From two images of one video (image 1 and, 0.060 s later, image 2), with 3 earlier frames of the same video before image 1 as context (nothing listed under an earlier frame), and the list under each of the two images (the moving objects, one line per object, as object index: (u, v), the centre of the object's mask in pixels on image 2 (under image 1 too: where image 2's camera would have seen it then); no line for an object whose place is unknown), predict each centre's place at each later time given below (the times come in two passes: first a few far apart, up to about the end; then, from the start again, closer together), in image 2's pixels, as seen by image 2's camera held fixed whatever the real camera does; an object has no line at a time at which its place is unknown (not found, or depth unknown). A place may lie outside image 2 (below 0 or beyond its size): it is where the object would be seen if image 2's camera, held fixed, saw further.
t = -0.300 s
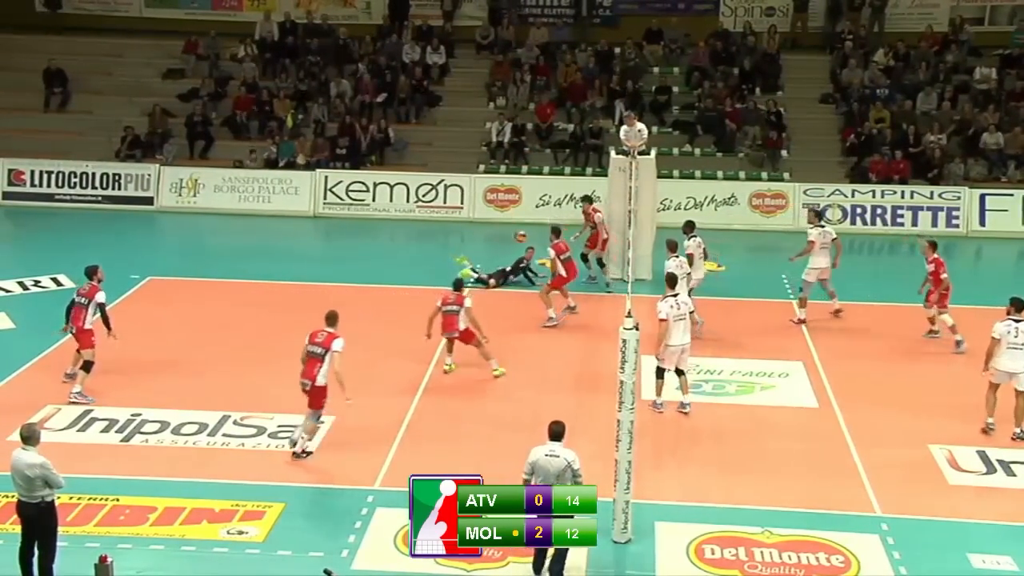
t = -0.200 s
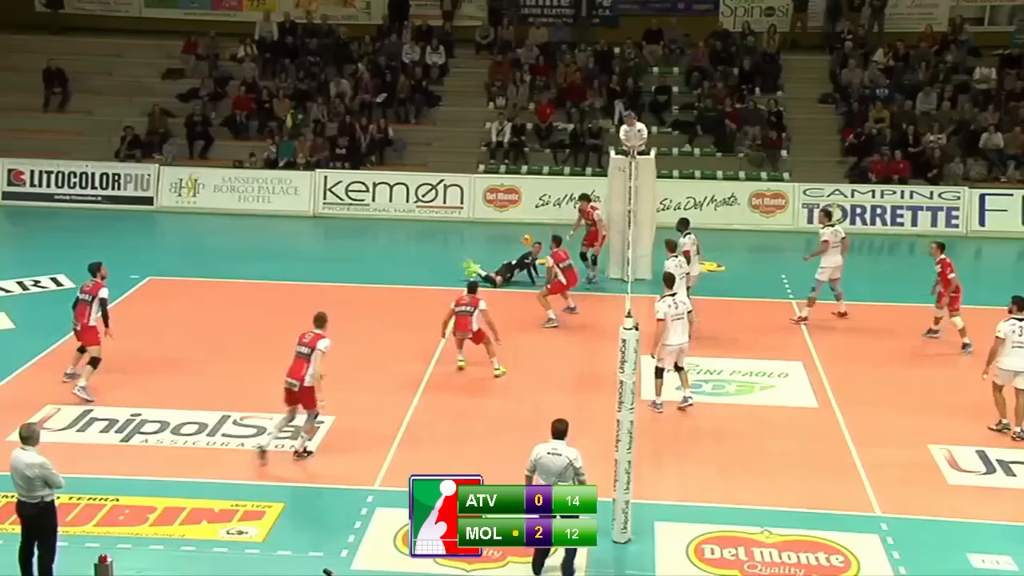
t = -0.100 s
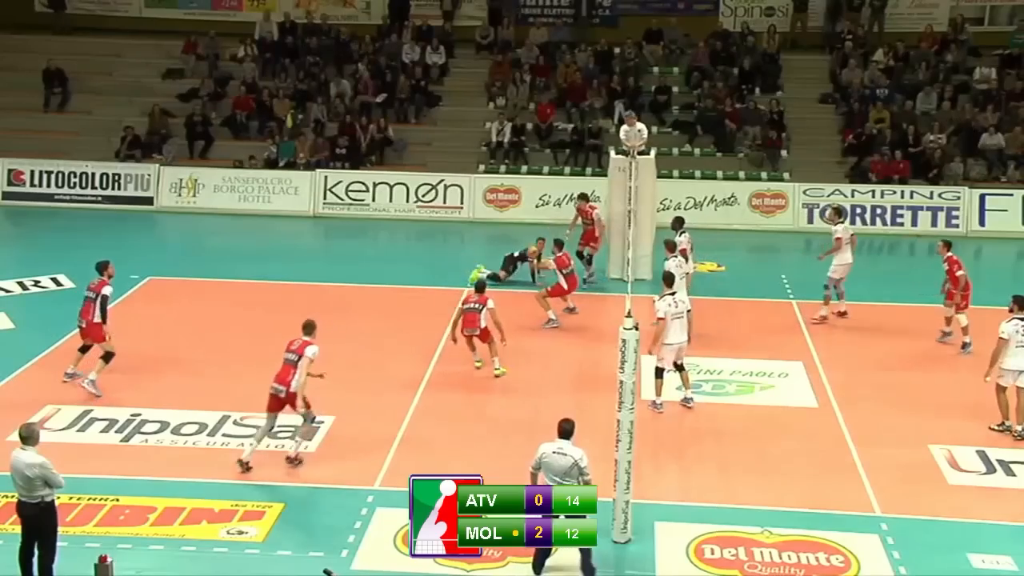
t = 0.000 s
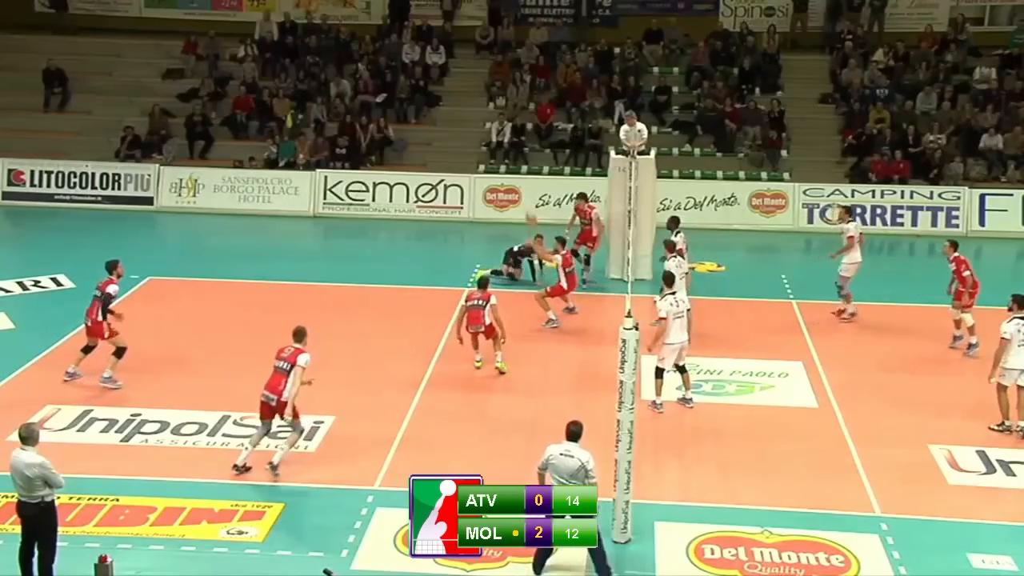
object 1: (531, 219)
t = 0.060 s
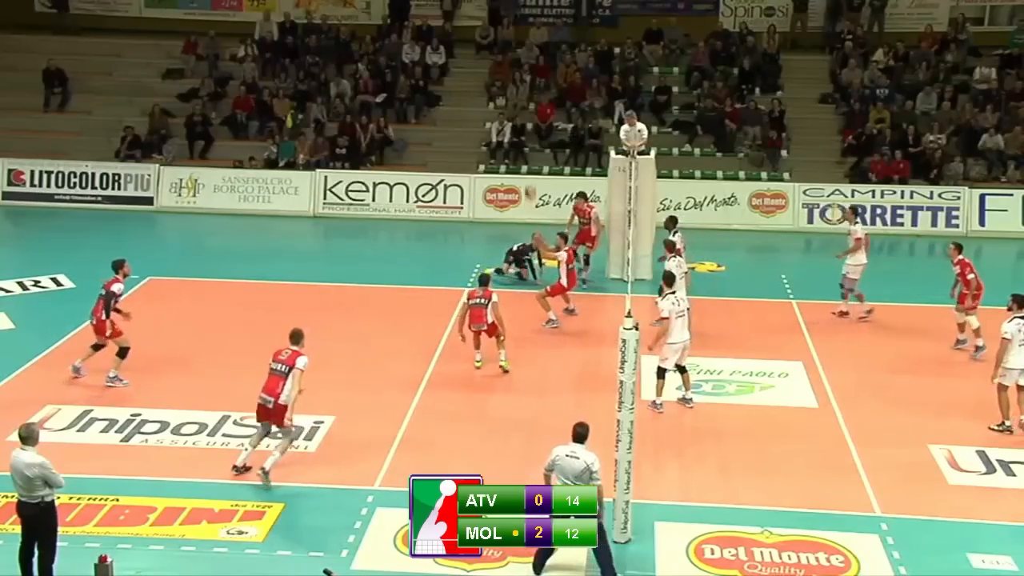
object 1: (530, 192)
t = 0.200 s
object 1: (525, 140)
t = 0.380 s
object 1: (518, 84)
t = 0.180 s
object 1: (525, 146)
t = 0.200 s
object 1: (525, 140)
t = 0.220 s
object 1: (524, 133)
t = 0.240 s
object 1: (522, 124)
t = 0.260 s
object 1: (522, 118)
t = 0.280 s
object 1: (521, 112)
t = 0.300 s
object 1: (520, 106)
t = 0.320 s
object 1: (520, 100)
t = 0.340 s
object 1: (519, 95)
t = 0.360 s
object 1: (518, 90)
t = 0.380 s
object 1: (518, 84)
